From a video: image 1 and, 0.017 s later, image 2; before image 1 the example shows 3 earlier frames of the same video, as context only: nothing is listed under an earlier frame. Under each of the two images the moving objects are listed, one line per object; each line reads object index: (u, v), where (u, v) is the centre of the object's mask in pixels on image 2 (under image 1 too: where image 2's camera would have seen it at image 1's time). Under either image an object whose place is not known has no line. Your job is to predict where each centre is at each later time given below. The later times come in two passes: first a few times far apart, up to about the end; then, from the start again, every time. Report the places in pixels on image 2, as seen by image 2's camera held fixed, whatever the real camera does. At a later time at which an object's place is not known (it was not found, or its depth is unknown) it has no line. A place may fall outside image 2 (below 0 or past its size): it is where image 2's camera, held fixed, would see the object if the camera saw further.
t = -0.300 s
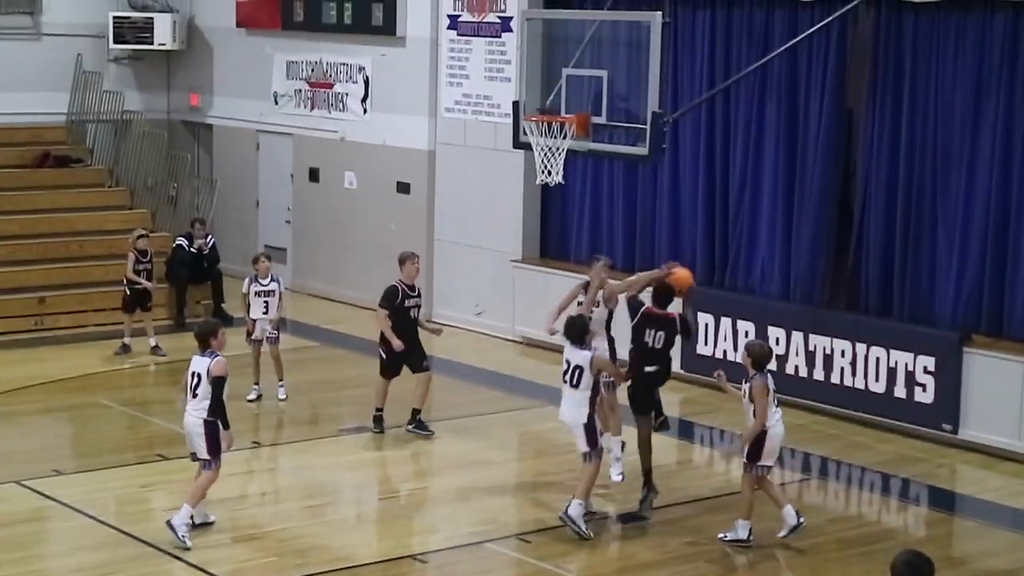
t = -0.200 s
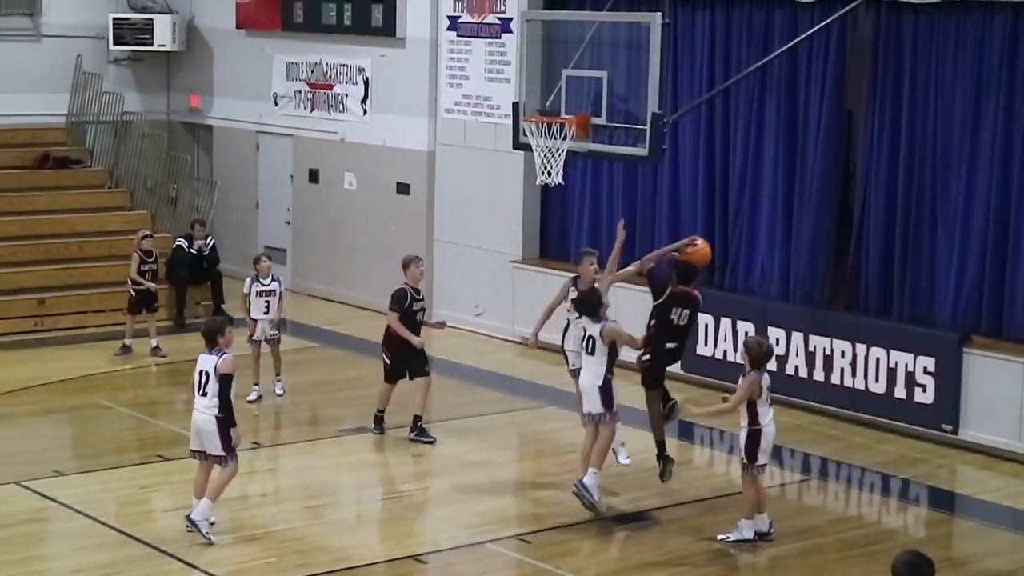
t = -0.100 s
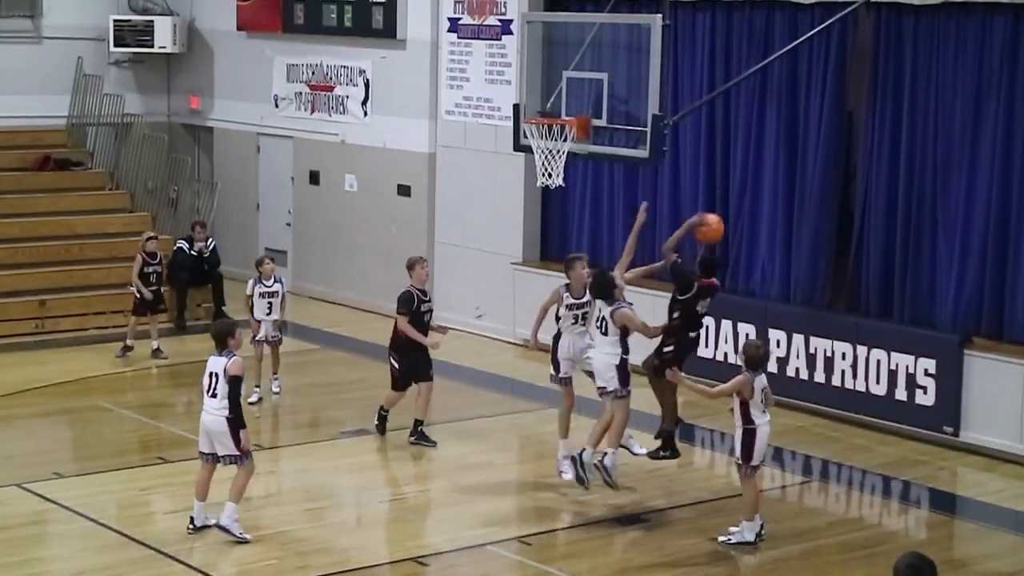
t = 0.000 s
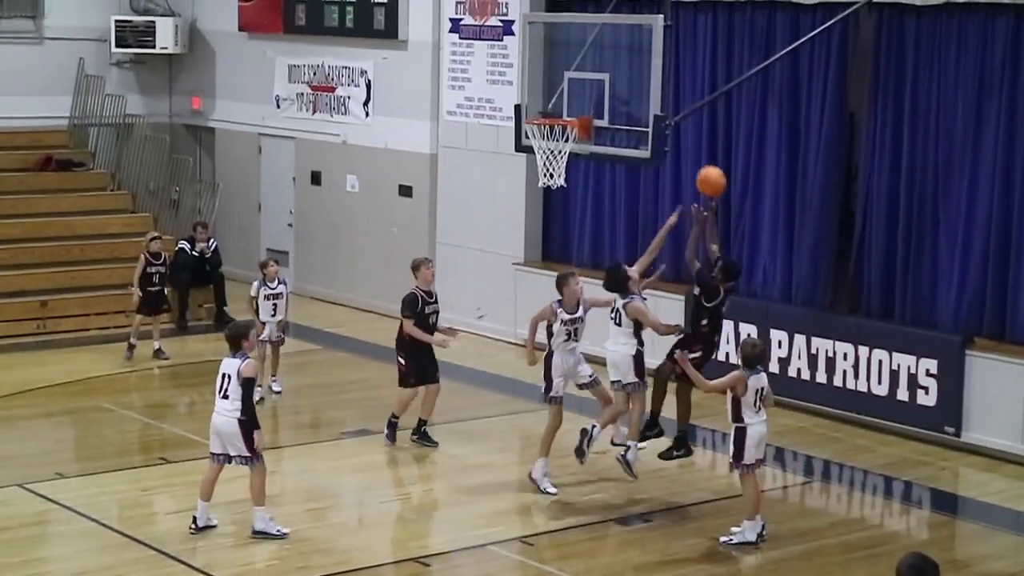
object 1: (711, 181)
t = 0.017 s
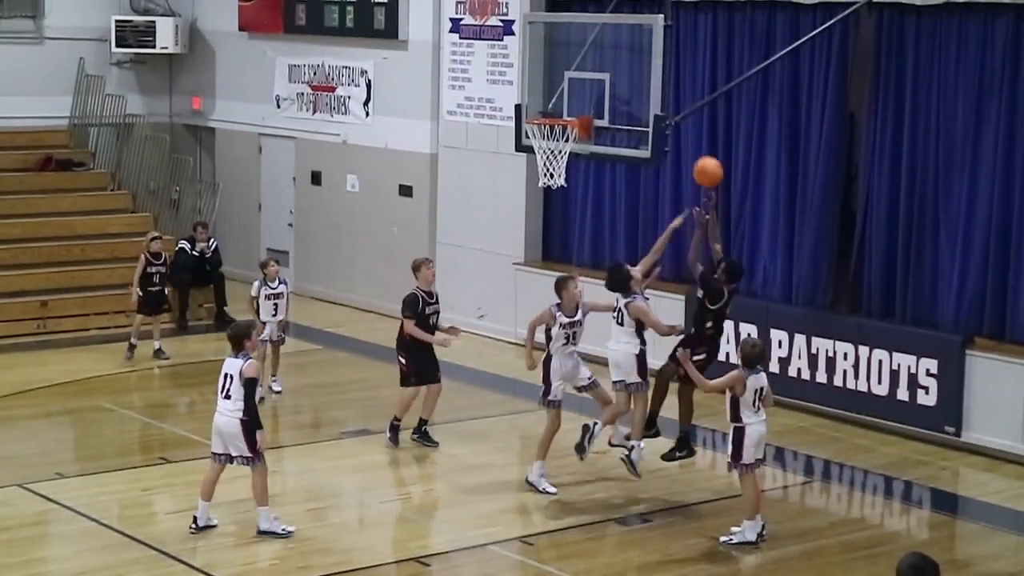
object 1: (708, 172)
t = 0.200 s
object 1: (672, 96)
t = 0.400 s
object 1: (633, 64)
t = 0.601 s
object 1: (590, 82)
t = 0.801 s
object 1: (544, 148)
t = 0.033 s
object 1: (705, 163)
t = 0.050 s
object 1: (701, 154)
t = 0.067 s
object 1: (698, 146)
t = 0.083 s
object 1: (695, 139)
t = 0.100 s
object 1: (692, 131)
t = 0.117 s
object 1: (688, 125)
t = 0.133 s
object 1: (685, 118)
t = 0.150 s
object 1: (682, 112)
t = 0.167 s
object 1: (679, 106)
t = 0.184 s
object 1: (676, 101)
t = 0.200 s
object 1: (672, 96)
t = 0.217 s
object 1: (669, 91)
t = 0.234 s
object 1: (666, 86)
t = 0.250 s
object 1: (662, 82)
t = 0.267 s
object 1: (659, 79)
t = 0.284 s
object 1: (656, 76)
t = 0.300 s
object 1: (653, 73)
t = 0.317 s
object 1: (651, 70)
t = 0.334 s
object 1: (647, 68)
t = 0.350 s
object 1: (644, 67)
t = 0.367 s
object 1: (640, 65)
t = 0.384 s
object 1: (637, 65)
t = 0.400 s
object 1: (633, 64)
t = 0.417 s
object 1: (630, 64)
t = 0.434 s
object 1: (626, 64)
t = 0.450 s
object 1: (623, 64)
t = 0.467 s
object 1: (619, 65)
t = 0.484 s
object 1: (616, 65)
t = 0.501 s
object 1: (612, 67)
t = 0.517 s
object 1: (609, 69)
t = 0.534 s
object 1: (604, 71)
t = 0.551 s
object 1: (601, 73)
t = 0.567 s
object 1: (598, 76)
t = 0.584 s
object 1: (594, 79)
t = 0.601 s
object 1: (590, 82)
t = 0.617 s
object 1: (586, 87)
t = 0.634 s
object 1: (583, 90)
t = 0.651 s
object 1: (580, 95)
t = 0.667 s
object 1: (575, 99)
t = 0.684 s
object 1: (572, 104)
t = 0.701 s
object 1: (568, 109)
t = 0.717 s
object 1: (564, 116)
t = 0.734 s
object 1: (561, 121)
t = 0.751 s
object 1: (555, 127)
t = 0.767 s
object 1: (552, 133)
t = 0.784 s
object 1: (549, 141)
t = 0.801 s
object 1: (544, 148)
